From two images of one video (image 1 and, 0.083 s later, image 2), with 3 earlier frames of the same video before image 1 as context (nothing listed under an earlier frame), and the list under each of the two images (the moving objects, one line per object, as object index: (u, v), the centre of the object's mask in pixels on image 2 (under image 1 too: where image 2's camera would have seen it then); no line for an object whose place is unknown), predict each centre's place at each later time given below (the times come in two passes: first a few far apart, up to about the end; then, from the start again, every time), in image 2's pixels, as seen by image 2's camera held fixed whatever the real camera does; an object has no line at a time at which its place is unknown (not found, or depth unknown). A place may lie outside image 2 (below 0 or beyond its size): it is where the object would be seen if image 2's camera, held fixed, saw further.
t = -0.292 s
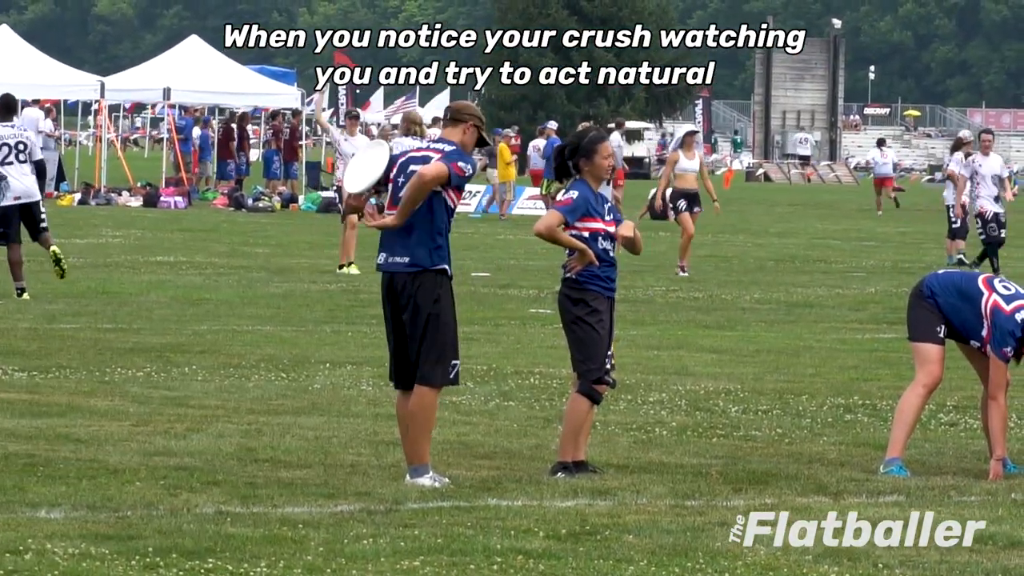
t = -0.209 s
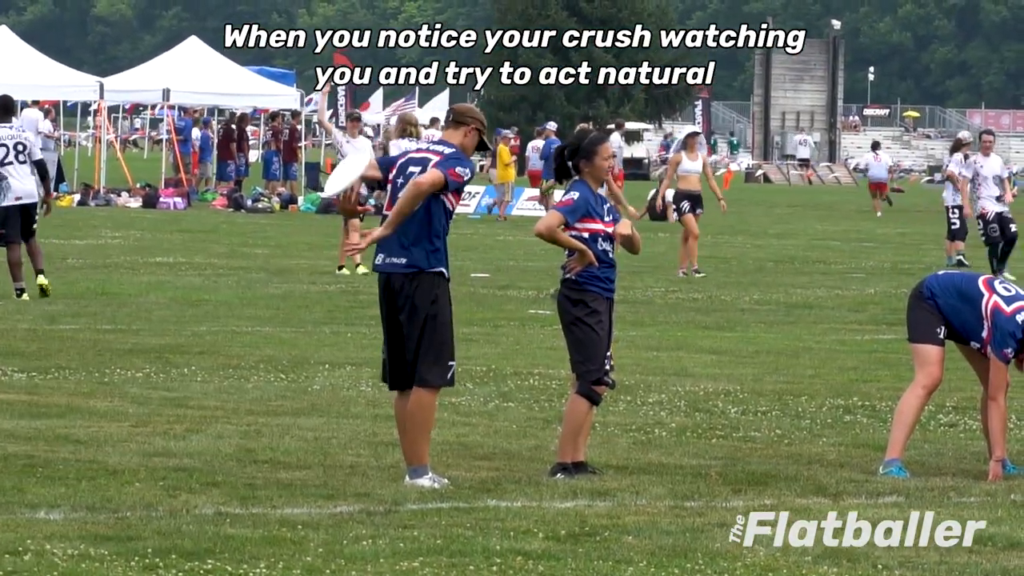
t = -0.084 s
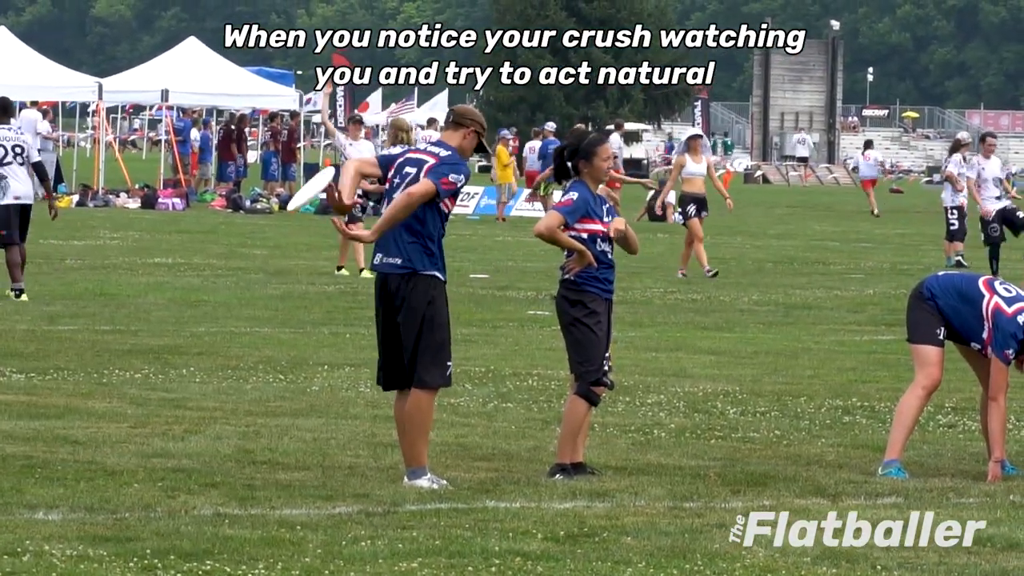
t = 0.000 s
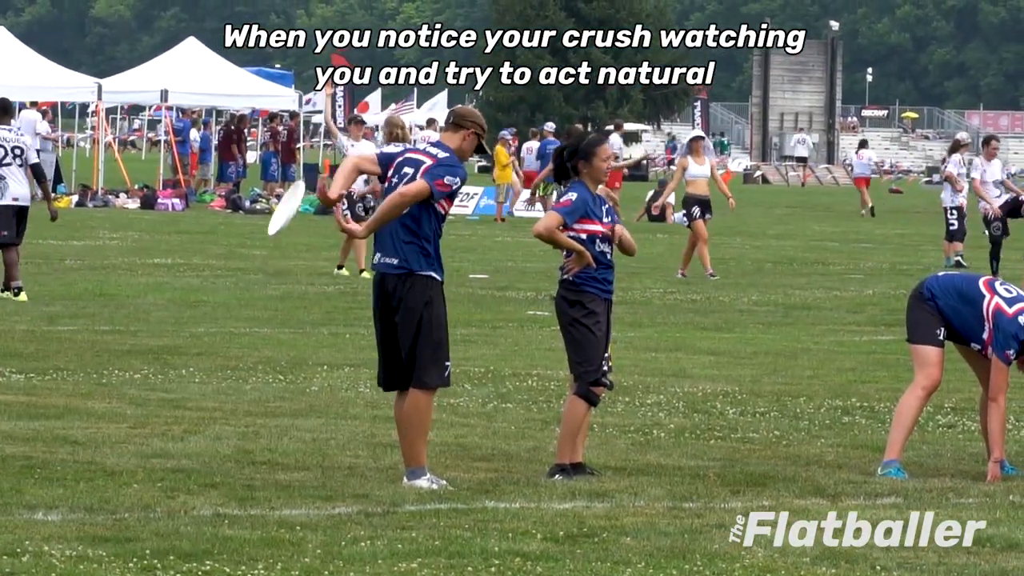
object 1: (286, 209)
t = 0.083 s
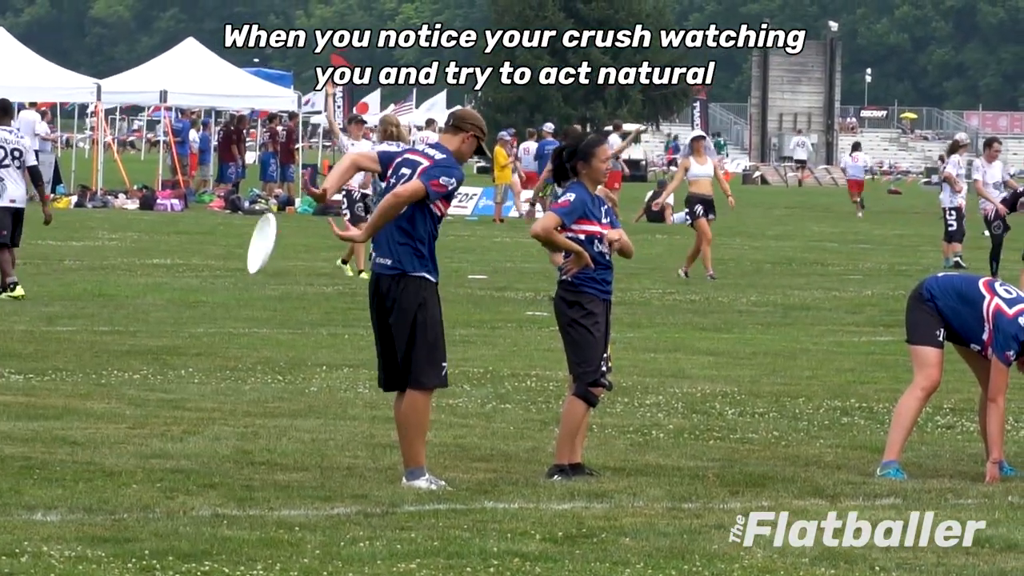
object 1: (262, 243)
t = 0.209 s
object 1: (228, 324)
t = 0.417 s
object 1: (184, 464)
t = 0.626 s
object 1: (131, 457)
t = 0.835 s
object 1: (91, 465)
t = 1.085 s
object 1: (93, 473)
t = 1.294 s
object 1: (98, 475)
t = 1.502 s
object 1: (98, 475)
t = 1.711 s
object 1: (98, 475)
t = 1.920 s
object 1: (99, 475)
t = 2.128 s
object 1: (98, 475)
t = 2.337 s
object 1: (98, 475)
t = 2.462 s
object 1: (99, 475)
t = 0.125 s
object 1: (250, 266)
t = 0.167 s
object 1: (239, 293)
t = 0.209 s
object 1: (228, 324)
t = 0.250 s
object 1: (219, 359)
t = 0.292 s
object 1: (210, 397)
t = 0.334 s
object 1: (203, 439)
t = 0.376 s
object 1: (194, 462)
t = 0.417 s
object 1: (184, 464)
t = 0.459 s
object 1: (174, 464)
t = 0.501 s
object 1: (162, 461)
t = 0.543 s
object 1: (151, 457)
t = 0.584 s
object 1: (141, 455)
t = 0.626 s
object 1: (131, 457)
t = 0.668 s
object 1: (120, 460)
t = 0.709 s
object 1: (111, 464)
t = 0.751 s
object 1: (103, 466)
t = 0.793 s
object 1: (96, 466)
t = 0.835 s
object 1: (91, 465)
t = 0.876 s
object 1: (88, 463)
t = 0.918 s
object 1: (87, 462)
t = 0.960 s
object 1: (86, 463)
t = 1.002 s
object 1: (88, 465)
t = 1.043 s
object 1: (90, 469)
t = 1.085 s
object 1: (93, 473)
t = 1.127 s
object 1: (91, 475)
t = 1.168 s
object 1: (93, 473)
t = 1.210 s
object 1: (95, 473)
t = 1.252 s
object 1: (96, 474)
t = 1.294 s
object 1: (98, 475)
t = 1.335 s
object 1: (98, 475)
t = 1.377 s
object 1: (98, 475)
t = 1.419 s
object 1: (98, 475)
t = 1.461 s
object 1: (98, 475)
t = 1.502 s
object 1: (98, 475)
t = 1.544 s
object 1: (98, 475)
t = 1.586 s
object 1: (98, 475)
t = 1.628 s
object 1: (98, 475)
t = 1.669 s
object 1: (98, 475)
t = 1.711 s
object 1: (98, 475)
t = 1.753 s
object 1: (98, 475)
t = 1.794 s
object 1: (98, 475)
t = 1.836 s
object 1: (98, 475)
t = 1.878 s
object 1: (99, 475)
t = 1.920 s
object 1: (99, 475)
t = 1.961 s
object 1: (98, 475)
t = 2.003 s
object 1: (99, 475)
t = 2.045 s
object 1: (98, 475)
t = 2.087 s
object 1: (98, 475)
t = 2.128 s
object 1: (98, 475)
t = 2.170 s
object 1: (98, 475)
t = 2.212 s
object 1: (98, 475)
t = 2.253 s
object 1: (99, 475)
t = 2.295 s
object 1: (98, 475)
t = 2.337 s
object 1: (98, 475)
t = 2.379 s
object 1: (99, 475)
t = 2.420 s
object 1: (98, 475)
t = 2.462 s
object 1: (99, 475)
